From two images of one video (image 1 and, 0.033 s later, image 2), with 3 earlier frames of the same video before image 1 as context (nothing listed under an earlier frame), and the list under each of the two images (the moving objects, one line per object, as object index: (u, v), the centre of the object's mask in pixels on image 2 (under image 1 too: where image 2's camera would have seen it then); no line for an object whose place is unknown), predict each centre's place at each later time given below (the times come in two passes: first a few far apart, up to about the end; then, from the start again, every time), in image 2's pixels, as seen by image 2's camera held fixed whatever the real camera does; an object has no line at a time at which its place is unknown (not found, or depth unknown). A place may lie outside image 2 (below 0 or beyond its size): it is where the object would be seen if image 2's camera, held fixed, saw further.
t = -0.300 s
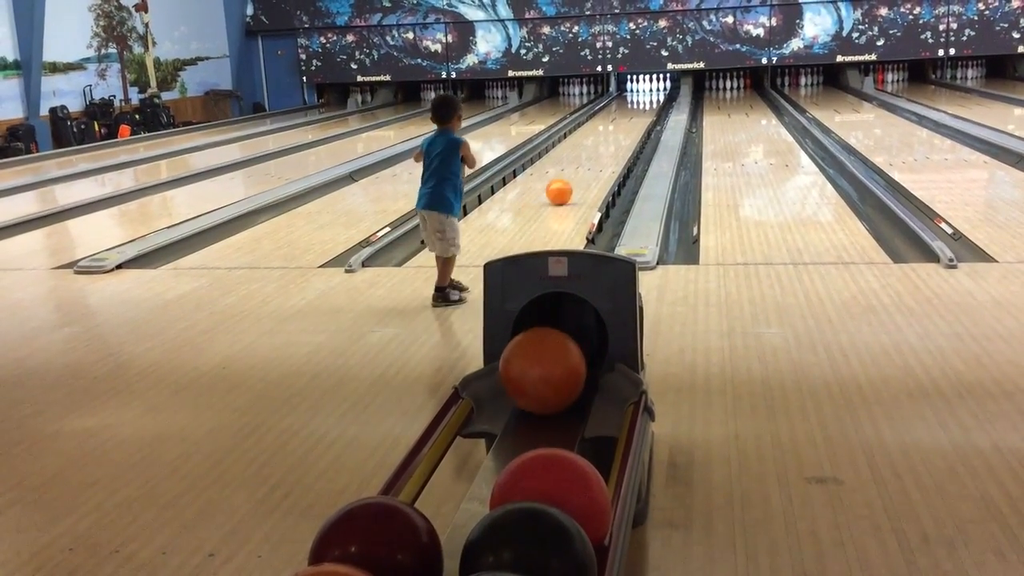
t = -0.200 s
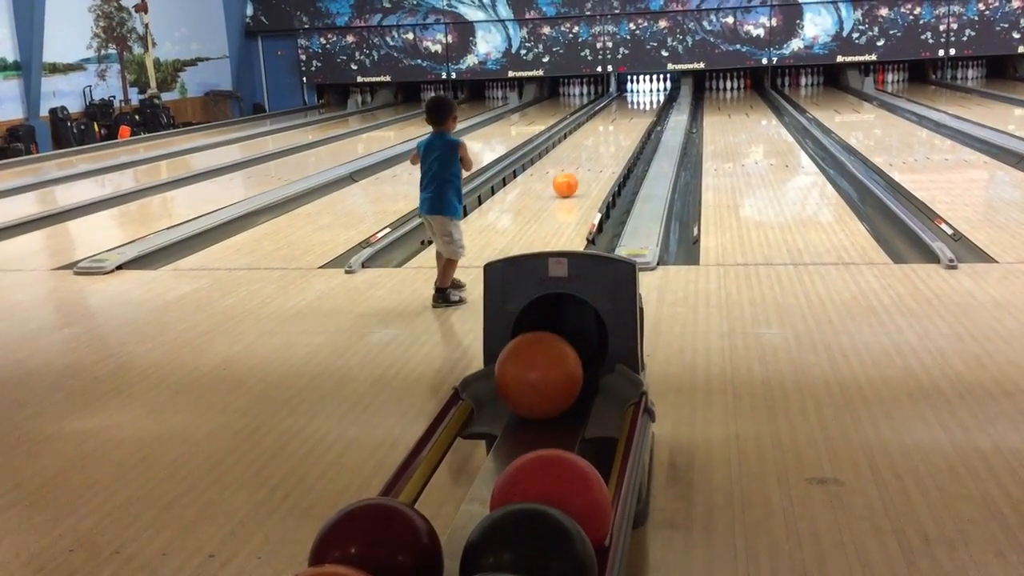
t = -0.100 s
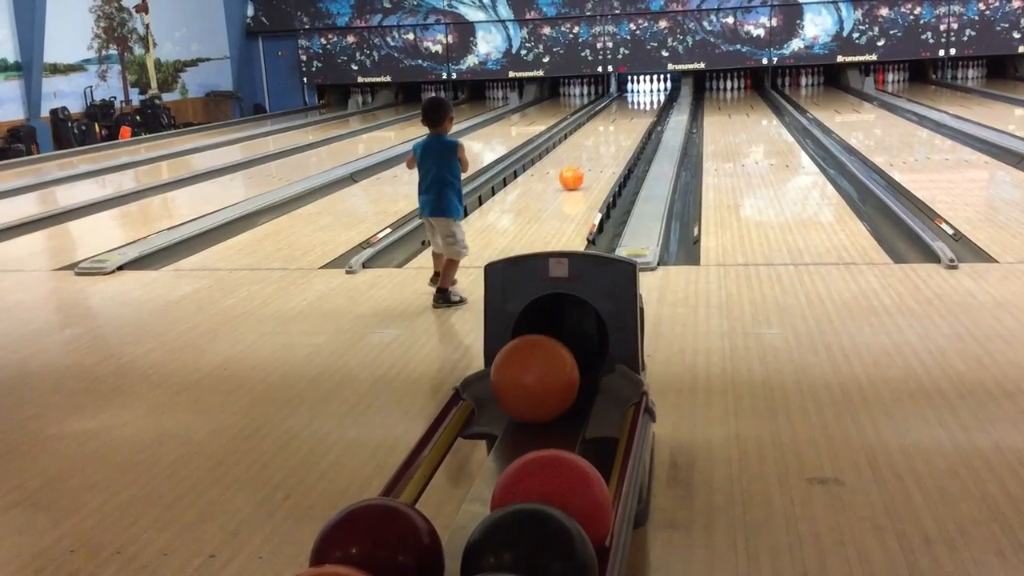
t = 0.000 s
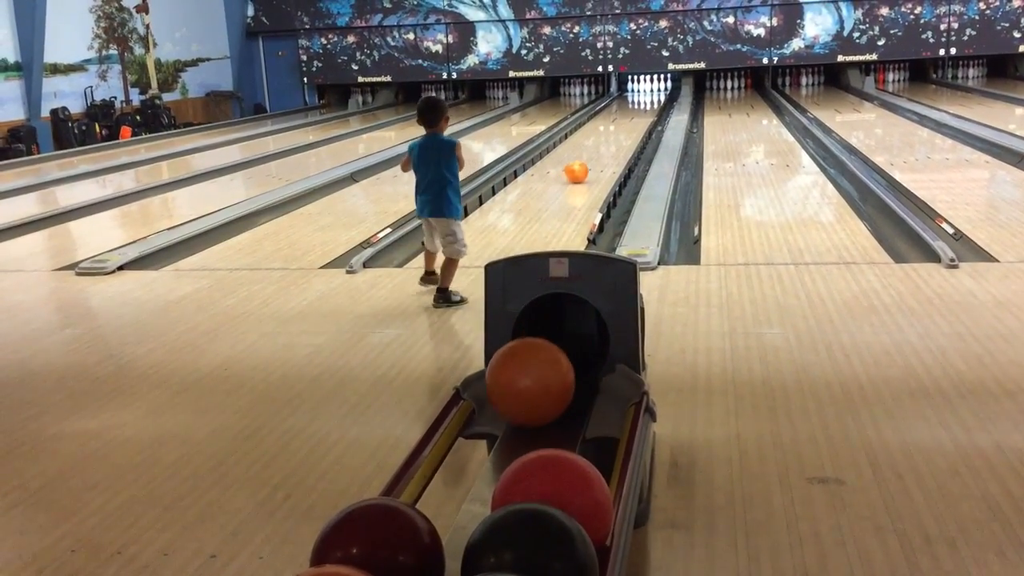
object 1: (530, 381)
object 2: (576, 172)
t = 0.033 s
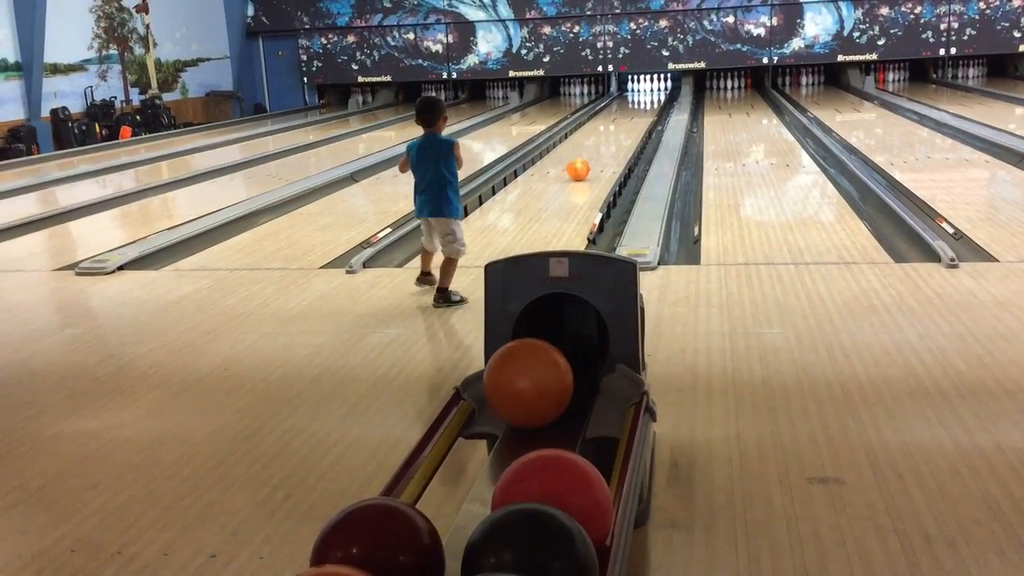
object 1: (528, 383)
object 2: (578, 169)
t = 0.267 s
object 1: (513, 392)
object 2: (587, 158)
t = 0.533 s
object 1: (490, 403)
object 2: (596, 146)
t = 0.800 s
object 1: (472, 416)
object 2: (603, 137)
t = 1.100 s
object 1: (464, 430)
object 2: (610, 128)
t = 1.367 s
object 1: (456, 443)
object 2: (615, 121)
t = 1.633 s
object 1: (446, 458)
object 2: (620, 116)
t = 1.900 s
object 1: (438, 471)
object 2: (623, 112)
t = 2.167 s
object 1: (430, 483)
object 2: (627, 107)
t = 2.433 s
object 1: (427, 489)
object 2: (630, 104)
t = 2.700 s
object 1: (423, 482)
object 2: (633, 101)
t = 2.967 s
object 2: (636, 98)
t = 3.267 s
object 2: (641, 96)
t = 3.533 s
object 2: (644, 92)
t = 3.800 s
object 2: (647, 91)
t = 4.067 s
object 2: (651, 90)
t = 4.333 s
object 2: (663, 87)
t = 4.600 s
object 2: (675, 87)
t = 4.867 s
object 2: (677, 88)
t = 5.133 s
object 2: (677, 89)
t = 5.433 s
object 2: (676, 89)
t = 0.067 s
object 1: (526, 384)
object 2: (579, 168)
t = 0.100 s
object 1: (524, 385)
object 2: (581, 166)
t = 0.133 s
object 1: (522, 386)
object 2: (582, 164)
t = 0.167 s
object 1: (520, 388)
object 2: (583, 162)
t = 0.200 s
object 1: (518, 389)
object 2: (585, 160)
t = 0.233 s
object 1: (515, 390)
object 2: (586, 159)
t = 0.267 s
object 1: (513, 392)
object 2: (587, 158)
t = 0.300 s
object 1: (510, 394)
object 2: (588, 157)
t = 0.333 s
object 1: (507, 395)
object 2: (590, 155)
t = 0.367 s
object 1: (505, 396)
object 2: (591, 153)
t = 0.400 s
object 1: (502, 397)
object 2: (592, 152)
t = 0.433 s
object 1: (499, 399)
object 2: (593, 151)
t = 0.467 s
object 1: (496, 400)
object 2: (594, 150)
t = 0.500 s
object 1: (493, 401)
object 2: (595, 148)
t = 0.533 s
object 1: (490, 403)
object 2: (596, 146)
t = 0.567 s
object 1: (486, 405)
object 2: (597, 146)
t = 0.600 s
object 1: (483, 406)
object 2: (598, 144)
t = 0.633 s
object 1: (479, 408)
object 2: (599, 142)
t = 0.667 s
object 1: (475, 410)
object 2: (600, 141)
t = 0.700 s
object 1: (475, 411)
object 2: (601, 140)
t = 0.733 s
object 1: (474, 413)
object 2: (601, 140)
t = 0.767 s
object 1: (473, 414)
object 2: (602, 139)
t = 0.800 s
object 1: (472, 416)
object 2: (603, 137)
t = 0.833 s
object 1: (471, 418)
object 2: (604, 136)
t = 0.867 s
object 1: (470, 419)
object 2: (605, 135)
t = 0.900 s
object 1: (469, 421)
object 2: (606, 134)
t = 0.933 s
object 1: (468, 422)
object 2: (606, 133)
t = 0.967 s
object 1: (468, 424)
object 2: (607, 132)
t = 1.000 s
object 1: (466, 425)
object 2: (607, 131)
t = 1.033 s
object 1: (466, 426)
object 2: (608, 130)
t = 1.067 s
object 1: (465, 428)
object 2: (609, 130)
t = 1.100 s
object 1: (464, 430)
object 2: (610, 128)
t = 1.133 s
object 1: (463, 431)
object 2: (611, 128)
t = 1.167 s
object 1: (462, 433)
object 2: (611, 127)
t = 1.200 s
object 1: (461, 435)
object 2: (611, 126)
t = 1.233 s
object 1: (460, 437)
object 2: (613, 125)
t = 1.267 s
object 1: (459, 438)
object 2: (614, 124)
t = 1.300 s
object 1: (457, 440)
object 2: (614, 123)
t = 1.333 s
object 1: (457, 441)
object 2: (615, 122)
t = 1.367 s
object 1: (456, 443)
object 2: (615, 121)
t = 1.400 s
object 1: (454, 445)
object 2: (616, 121)
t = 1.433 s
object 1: (453, 447)
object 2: (617, 120)
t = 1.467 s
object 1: (452, 449)
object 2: (617, 119)
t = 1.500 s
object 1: (451, 450)
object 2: (618, 119)
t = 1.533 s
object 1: (449, 453)
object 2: (618, 118)
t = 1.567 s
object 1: (449, 454)
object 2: (619, 117)
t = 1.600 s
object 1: (447, 456)
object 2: (619, 117)
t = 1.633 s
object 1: (446, 458)
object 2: (620, 116)
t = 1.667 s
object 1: (444, 460)
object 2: (620, 116)
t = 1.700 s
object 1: (443, 462)
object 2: (620, 115)
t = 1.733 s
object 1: (442, 464)
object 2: (621, 115)
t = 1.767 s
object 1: (441, 465)
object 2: (621, 114)
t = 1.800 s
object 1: (440, 467)
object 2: (623, 113)
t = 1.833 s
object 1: (439, 468)
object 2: (623, 113)
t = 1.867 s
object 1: (438, 470)
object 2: (623, 112)
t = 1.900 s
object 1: (438, 471)
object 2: (623, 112)
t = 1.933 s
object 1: (437, 473)
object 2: (624, 111)
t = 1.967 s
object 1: (436, 475)
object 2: (625, 110)
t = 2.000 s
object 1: (435, 476)
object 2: (625, 110)
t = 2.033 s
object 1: (434, 477)
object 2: (626, 109)
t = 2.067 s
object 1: (433, 479)
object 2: (626, 109)
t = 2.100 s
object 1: (432, 480)
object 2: (626, 108)
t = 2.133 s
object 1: (431, 482)
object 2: (627, 108)
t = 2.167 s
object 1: (430, 483)
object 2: (627, 107)
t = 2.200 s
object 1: (429, 485)
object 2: (627, 107)
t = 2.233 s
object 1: (428, 486)
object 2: (628, 107)
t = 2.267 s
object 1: (427, 488)
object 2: (628, 106)
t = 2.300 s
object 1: (426, 489)
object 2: (629, 106)
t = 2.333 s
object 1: (426, 489)
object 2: (629, 105)
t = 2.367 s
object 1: (426, 489)
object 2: (629, 104)
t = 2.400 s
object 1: (427, 489)
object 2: (630, 104)
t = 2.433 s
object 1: (427, 489)
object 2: (630, 104)
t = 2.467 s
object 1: (427, 488)
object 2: (631, 103)
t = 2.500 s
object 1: (427, 488)
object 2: (631, 103)
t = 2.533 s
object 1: (426, 487)
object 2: (632, 103)
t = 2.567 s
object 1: (426, 486)
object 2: (632, 103)
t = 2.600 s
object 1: (425, 485)
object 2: (633, 103)
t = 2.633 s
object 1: (425, 483)
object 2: (633, 101)
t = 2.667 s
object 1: (424, 483)
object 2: (633, 101)
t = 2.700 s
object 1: (423, 482)
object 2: (633, 101)
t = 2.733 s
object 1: (423, 481)
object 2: (634, 101)
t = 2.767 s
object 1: (422, 480)
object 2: (635, 100)
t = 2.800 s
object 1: (422, 479)
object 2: (635, 100)
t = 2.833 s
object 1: (421, 478)
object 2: (635, 99)
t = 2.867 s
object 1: (421, 477)
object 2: (636, 99)
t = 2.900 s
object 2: (636, 99)
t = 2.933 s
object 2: (636, 99)
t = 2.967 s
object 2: (636, 98)
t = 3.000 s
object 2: (637, 98)
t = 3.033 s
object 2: (637, 97)
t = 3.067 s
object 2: (638, 97)
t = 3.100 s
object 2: (638, 97)
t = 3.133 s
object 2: (639, 96)
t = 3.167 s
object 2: (639, 96)
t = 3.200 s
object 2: (640, 96)
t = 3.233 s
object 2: (640, 96)
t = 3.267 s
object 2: (641, 96)
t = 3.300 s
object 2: (641, 95)
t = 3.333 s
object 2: (641, 94)
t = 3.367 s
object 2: (642, 94)
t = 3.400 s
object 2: (642, 94)
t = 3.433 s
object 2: (643, 93)
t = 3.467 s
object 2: (643, 93)
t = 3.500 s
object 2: (644, 93)
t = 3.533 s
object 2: (644, 92)
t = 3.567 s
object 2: (645, 92)
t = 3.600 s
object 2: (645, 92)
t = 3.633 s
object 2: (646, 92)
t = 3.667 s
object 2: (646, 91)
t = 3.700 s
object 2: (646, 91)
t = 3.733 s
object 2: (647, 91)
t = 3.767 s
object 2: (647, 90)
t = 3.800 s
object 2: (647, 91)
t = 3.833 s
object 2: (648, 90)
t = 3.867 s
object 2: (648, 90)
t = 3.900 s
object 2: (648, 90)
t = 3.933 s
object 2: (648, 90)
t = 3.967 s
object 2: (649, 90)
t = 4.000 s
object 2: (649, 90)
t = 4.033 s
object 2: (650, 90)
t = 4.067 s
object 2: (651, 90)
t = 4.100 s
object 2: (653, 90)
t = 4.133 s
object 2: (654, 89)
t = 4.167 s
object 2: (655, 89)
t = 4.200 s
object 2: (657, 89)
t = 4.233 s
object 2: (659, 88)
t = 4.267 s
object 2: (660, 88)
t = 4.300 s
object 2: (660, 88)
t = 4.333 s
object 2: (663, 87)
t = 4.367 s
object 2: (665, 87)
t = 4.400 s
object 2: (666, 87)
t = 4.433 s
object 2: (667, 87)
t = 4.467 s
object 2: (669, 86)
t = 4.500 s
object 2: (671, 86)
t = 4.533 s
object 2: (672, 86)
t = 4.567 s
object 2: (673, 86)
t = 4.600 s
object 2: (675, 87)
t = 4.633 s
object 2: (676, 87)
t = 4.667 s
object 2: (676, 88)
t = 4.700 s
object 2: (676, 88)
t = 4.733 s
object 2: (676, 88)
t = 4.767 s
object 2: (676, 88)
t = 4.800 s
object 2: (676, 88)
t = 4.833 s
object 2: (677, 89)
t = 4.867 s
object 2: (677, 88)
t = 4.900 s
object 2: (677, 89)
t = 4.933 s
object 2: (677, 89)
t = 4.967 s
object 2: (677, 89)
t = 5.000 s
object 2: (677, 89)
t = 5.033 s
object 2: (677, 90)
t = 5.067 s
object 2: (677, 90)
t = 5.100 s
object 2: (677, 90)
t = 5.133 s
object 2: (677, 89)
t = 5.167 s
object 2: (677, 90)
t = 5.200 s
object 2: (677, 90)
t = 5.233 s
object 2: (677, 90)
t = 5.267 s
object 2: (677, 89)
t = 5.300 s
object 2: (677, 89)
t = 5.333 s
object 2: (677, 89)
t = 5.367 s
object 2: (677, 89)
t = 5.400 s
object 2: (676, 89)
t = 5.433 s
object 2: (676, 89)
